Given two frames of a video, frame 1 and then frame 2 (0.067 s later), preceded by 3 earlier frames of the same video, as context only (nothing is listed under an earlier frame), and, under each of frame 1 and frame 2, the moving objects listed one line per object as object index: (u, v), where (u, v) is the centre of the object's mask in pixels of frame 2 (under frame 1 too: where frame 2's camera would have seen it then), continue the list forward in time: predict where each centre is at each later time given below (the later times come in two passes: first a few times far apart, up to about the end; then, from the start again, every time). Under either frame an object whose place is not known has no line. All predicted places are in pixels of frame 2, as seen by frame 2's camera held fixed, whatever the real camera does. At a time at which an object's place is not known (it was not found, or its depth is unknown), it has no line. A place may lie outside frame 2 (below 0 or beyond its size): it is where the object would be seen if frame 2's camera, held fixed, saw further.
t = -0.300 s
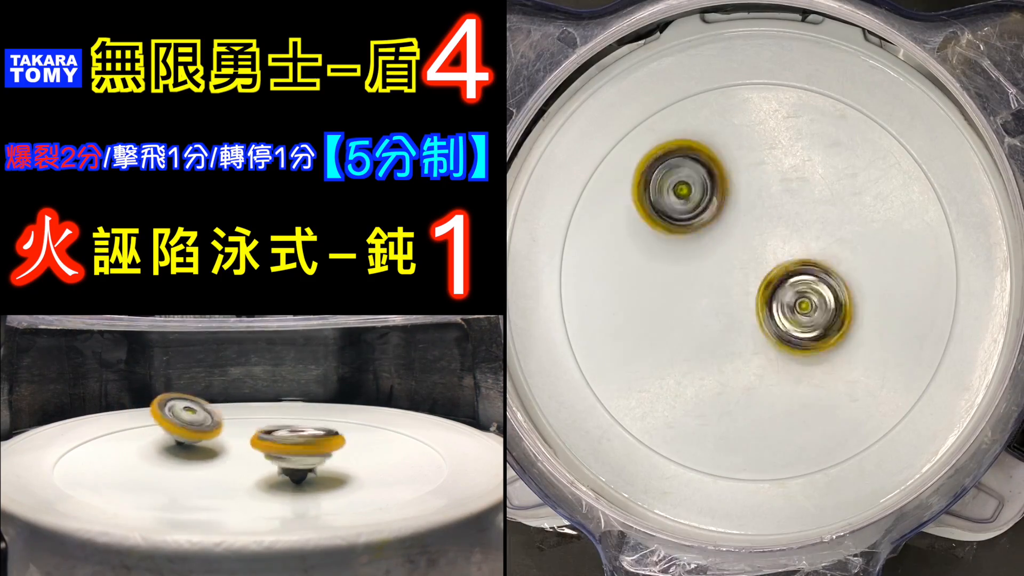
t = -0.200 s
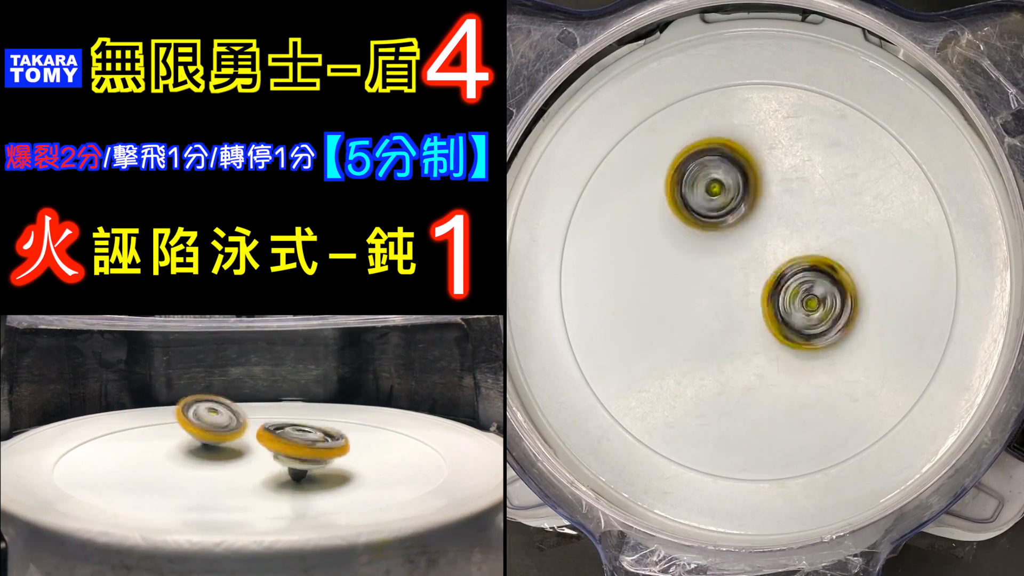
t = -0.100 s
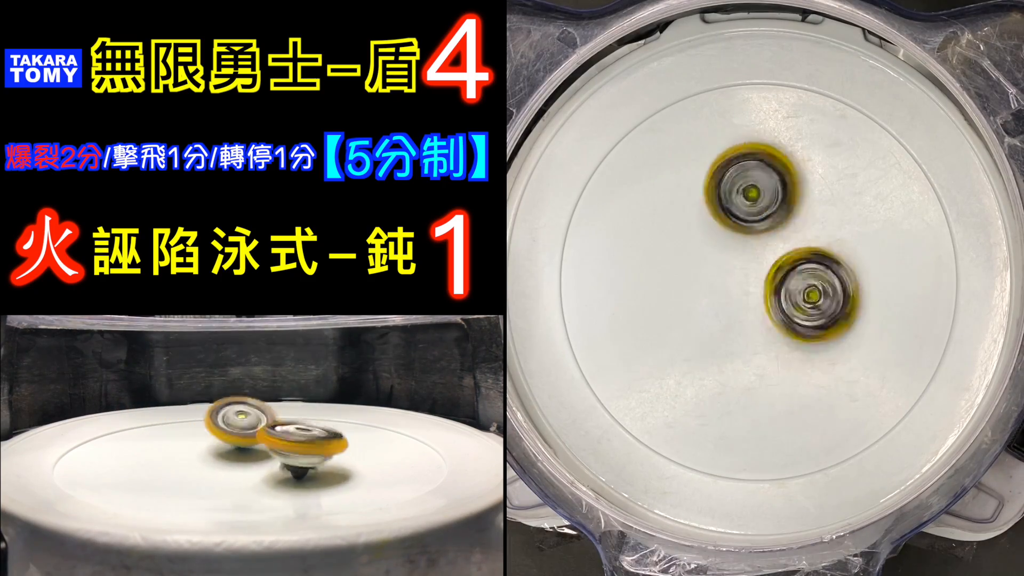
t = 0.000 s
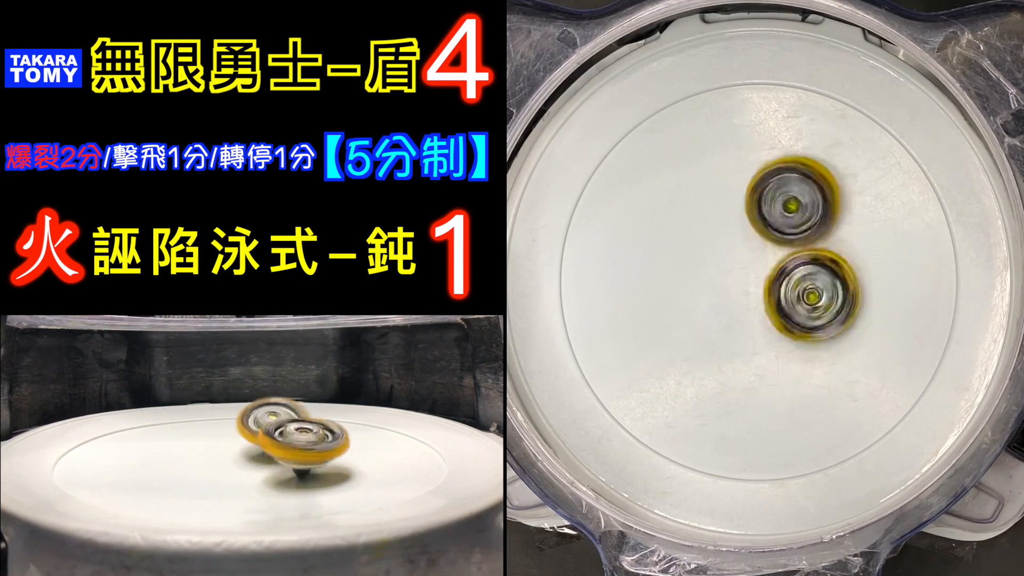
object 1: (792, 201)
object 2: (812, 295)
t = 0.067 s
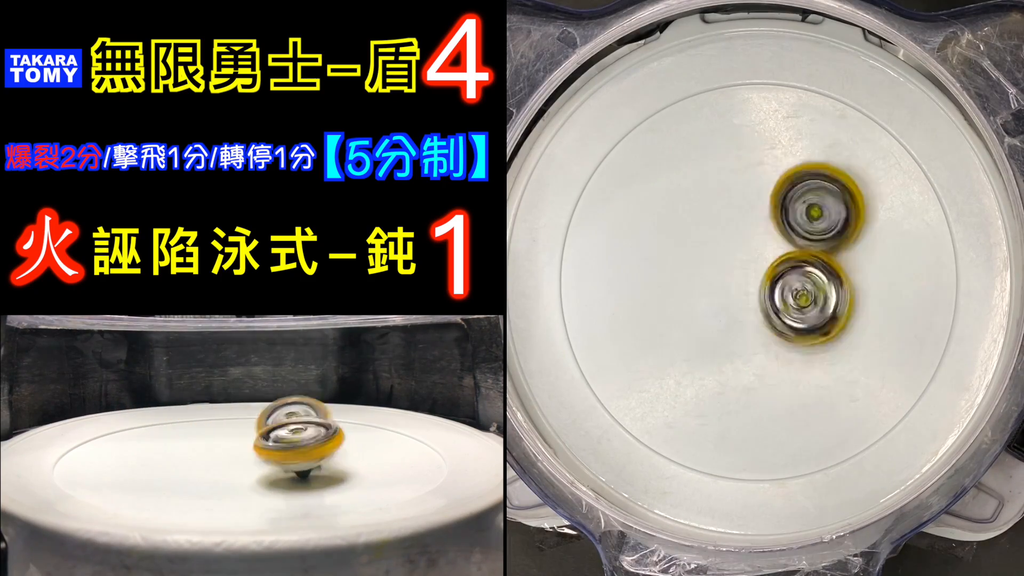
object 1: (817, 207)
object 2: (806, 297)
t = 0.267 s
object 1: (871, 249)
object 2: (781, 307)
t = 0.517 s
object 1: (860, 328)
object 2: (755, 280)
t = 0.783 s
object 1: (775, 373)
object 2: (771, 241)
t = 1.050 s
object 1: (679, 336)
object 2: (786, 258)
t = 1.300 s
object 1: (658, 253)
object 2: (755, 283)
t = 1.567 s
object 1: (715, 182)
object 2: (750, 306)
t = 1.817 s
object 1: (809, 203)
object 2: (758, 297)
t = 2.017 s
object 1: (855, 272)
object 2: (767, 299)
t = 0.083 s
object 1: (824, 207)
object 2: (802, 300)
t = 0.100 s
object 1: (830, 209)
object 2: (798, 302)
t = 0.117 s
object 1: (837, 211)
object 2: (796, 303)
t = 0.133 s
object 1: (843, 215)
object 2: (794, 304)
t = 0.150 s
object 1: (848, 217)
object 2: (793, 304)
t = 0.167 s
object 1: (853, 221)
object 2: (791, 305)
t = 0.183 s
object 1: (856, 226)
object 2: (790, 305)
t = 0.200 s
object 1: (862, 229)
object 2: (790, 306)
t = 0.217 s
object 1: (865, 234)
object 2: (788, 307)
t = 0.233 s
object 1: (867, 238)
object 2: (787, 308)
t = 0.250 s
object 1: (870, 244)
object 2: (784, 308)
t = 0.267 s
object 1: (871, 249)
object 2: (781, 307)
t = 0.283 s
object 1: (874, 253)
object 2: (780, 307)
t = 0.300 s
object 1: (875, 258)
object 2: (778, 306)
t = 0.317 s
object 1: (875, 264)
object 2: (776, 306)
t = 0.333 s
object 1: (876, 269)
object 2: (773, 306)
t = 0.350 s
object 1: (876, 274)
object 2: (771, 304)
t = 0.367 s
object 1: (875, 279)
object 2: (769, 302)
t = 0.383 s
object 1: (875, 285)
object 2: (767, 301)
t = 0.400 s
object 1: (873, 291)
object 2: (765, 298)
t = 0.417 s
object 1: (873, 295)
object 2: (763, 297)
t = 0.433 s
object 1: (872, 301)
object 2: (760, 294)
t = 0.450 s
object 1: (869, 306)
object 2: (759, 291)
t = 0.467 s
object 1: (868, 313)
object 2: (758, 288)
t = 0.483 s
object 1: (866, 318)
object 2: (757, 286)
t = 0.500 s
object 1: (863, 322)
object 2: (757, 283)
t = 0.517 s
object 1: (860, 328)
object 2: (755, 280)
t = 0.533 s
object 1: (856, 333)
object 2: (755, 276)
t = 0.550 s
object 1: (854, 337)
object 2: (755, 273)
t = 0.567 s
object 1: (850, 341)
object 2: (755, 270)
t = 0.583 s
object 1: (844, 345)
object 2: (756, 267)
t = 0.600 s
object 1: (841, 349)
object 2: (755, 264)
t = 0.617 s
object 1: (836, 353)
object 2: (755, 261)
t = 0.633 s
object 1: (831, 355)
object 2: (757, 257)
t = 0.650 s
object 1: (825, 359)
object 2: (759, 254)
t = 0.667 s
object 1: (819, 362)
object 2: (760, 252)
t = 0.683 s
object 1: (814, 364)
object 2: (761, 250)
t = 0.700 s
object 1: (807, 366)
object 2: (762, 248)
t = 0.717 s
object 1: (801, 368)
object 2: (764, 245)
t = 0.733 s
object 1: (795, 370)
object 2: (766, 243)
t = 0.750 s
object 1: (788, 371)
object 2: (768, 243)
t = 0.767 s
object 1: (781, 371)
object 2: (770, 242)
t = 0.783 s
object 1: (775, 373)
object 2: (771, 241)
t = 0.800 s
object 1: (767, 373)
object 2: (773, 240)
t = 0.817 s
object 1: (761, 372)
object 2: (776, 239)
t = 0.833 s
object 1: (754, 372)
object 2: (778, 240)
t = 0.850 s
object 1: (746, 371)
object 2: (779, 240)
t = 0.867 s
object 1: (741, 369)
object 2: (781, 241)
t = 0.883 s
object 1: (734, 368)
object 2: (783, 241)
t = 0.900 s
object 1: (728, 365)
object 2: (784, 242)
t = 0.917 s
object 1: (722, 364)
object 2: (785, 243)
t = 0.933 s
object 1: (716, 361)
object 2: (786, 245)
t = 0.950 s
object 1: (710, 358)
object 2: (786, 247)
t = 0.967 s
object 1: (704, 355)
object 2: (787, 248)
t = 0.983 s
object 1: (698, 352)
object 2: (787, 250)
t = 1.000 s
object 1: (693, 348)
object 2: (788, 251)
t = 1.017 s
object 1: (687, 345)
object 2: (788, 253)
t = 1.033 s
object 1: (682, 340)
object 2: (787, 256)
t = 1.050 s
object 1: (679, 336)
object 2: (786, 258)
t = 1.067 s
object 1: (674, 331)
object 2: (786, 259)
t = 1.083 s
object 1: (671, 325)
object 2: (784, 262)
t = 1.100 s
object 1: (669, 321)
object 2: (784, 264)
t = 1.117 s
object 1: (665, 315)
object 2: (783, 267)
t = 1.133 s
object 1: (663, 309)
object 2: (780, 270)
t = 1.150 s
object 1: (661, 304)
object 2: (778, 272)
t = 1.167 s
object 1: (658, 298)
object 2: (776, 274)
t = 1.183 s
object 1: (657, 292)
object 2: (773, 275)
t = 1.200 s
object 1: (655, 286)
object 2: (771, 277)
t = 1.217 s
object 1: (654, 280)
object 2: (769, 279)
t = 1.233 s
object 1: (656, 275)
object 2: (765, 279)
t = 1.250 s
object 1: (654, 269)
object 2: (763, 280)
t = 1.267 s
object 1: (655, 263)
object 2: (760, 282)
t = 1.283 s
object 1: (657, 258)
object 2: (758, 282)
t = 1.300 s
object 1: (658, 253)
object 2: (755, 283)
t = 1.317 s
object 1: (660, 247)
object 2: (751, 284)
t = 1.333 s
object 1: (661, 242)
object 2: (749, 284)
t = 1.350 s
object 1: (660, 234)
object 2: (752, 290)
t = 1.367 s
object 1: (658, 225)
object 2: (753, 296)
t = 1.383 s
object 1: (659, 219)
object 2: (755, 300)
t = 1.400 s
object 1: (661, 212)
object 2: (756, 302)
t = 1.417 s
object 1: (664, 208)
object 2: (756, 305)
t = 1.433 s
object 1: (668, 203)
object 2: (755, 306)
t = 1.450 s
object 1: (674, 198)
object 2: (754, 306)
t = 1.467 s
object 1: (679, 196)
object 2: (753, 307)
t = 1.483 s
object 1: (684, 192)
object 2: (751, 307)
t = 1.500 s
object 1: (690, 189)
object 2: (751, 306)
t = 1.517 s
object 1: (696, 187)
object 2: (751, 306)
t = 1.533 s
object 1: (703, 185)
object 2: (750, 307)
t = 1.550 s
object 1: (708, 183)
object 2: (750, 306)
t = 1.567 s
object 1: (715, 182)
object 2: (750, 306)
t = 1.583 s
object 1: (722, 181)
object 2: (750, 306)
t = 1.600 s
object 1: (727, 181)
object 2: (750, 306)
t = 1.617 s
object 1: (735, 180)
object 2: (750, 306)
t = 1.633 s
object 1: (741, 180)
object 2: (750, 306)
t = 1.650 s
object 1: (747, 181)
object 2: (749, 307)
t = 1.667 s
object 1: (754, 181)
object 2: (749, 306)
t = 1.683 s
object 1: (760, 182)
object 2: (750, 305)
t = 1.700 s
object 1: (767, 184)
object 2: (751, 304)
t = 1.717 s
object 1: (773, 185)
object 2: (752, 304)
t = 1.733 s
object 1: (779, 188)
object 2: (753, 303)
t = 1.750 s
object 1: (786, 191)
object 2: (754, 302)
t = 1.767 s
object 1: (792, 193)
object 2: (754, 301)
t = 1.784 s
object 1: (798, 197)
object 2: (755, 300)
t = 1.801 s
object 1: (804, 200)
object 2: (756, 298)
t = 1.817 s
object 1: (809, 203)
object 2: (758, 297)
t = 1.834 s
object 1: (815, 208)
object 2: (761, 296)
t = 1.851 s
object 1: (821, 213)
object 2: (763, 296)
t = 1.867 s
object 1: (825, 217)
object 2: (764, 296)
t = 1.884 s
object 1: (829, 223)
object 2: (766, 297)
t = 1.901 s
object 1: (834, 228)
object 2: (768, 297)
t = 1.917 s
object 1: (837, 234)
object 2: (769, 297)
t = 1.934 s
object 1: (841, 240)
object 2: (771, 297)
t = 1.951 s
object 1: (844, 245)
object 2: (772, 298)
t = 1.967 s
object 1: (846, 252)
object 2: (773, 299)
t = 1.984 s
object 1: (849, 257)
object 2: (774, 299)
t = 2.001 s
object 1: (851, 265)
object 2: (772, 299)
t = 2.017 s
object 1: (855, 272)
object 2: (767, 299)
